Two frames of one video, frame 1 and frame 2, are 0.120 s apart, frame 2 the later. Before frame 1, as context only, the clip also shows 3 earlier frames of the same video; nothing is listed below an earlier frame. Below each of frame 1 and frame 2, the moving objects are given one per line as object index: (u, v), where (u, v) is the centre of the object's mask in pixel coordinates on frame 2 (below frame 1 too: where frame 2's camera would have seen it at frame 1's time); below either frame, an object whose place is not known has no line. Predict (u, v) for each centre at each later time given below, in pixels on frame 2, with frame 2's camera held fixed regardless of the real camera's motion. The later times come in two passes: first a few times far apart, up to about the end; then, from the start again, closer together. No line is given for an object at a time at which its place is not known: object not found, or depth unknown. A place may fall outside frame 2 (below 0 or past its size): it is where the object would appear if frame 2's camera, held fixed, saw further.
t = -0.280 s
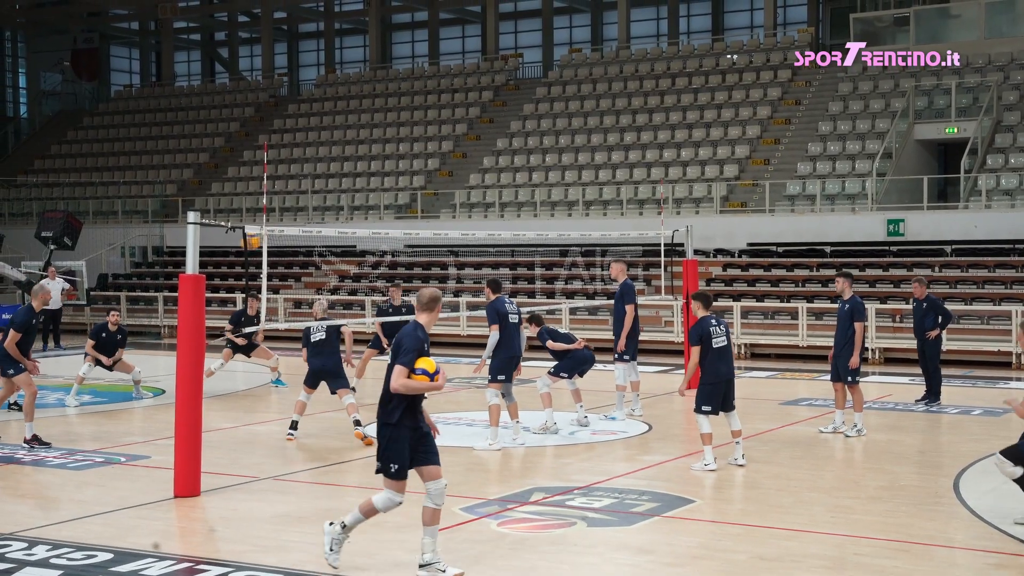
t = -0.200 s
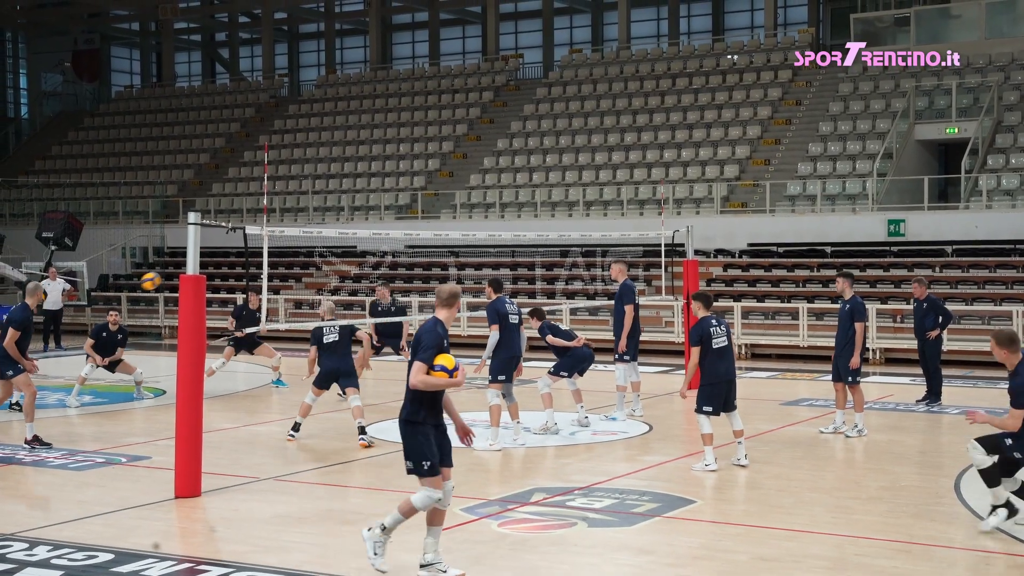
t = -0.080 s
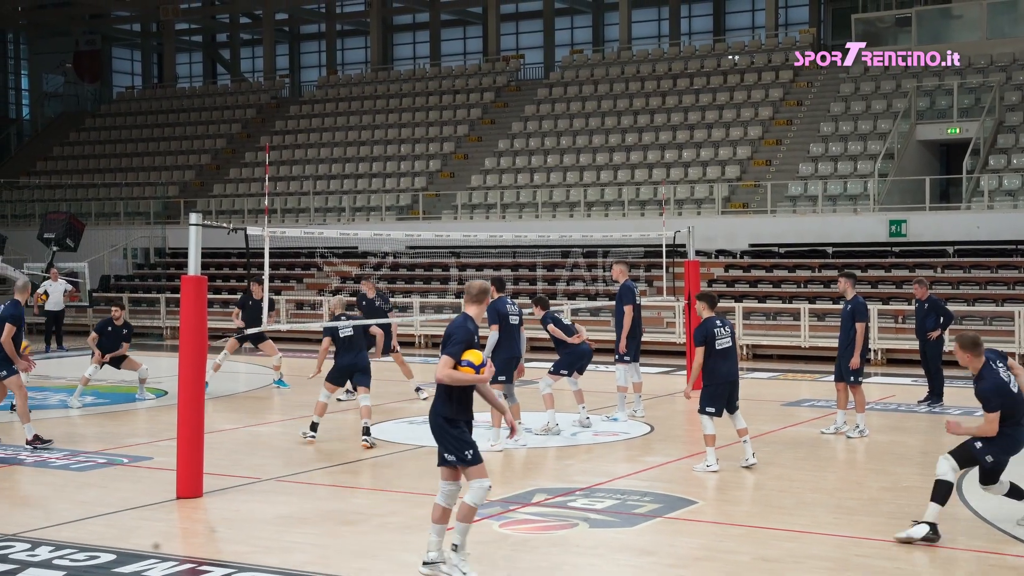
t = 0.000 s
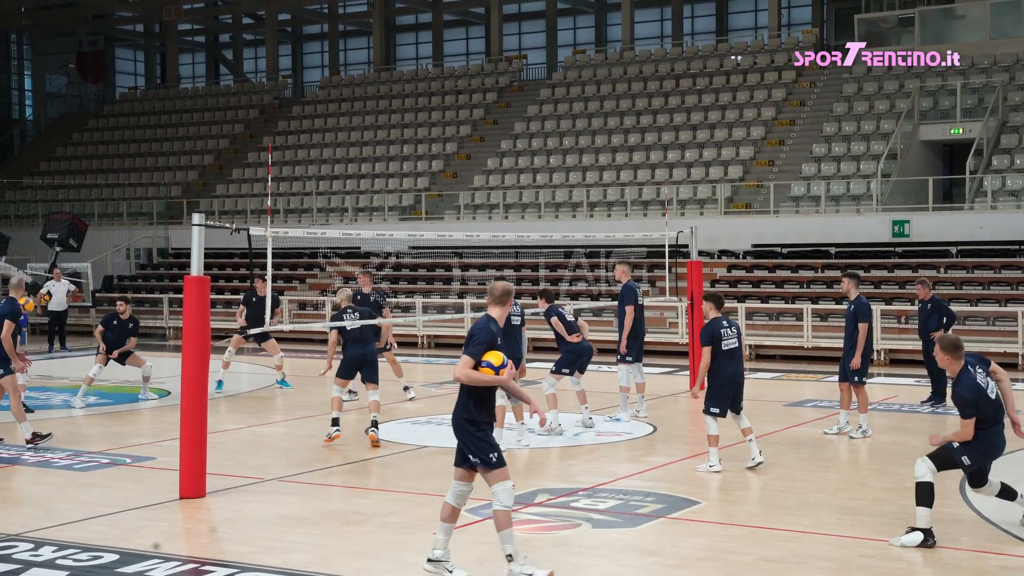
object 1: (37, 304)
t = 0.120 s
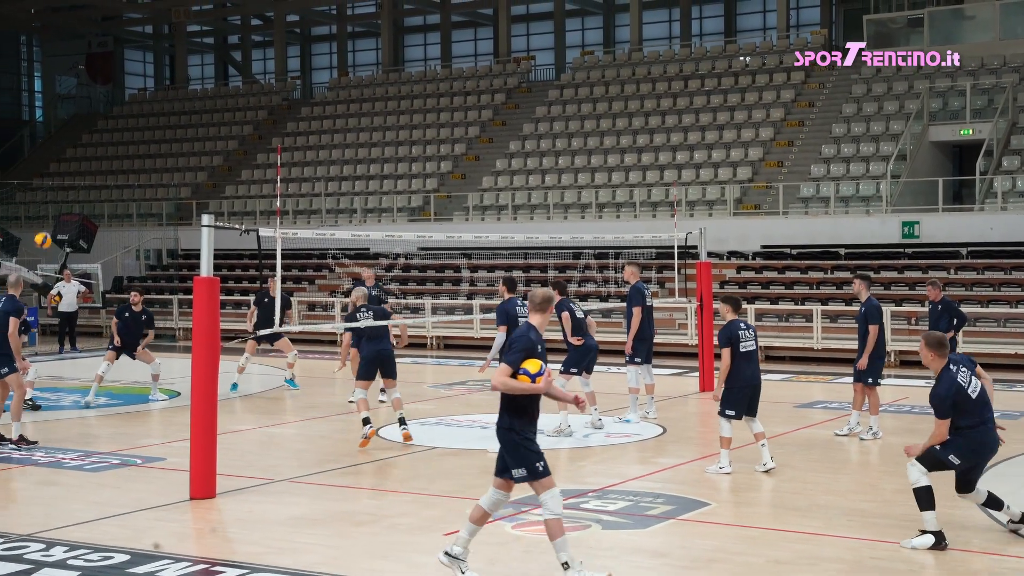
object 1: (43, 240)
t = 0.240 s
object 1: (48, 182)
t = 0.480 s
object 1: (58, 90)
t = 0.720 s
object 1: (67, 35)
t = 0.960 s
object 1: (76, 24)
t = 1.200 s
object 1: (89, 66)
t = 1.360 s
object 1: (99, 126)
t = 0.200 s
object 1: (46, 200)
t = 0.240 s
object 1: (48, 182)
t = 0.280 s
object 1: (50, 165)
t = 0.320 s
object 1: (51, 148)
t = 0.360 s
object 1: (53, 132)
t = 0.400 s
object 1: (55, 117)
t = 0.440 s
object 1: (56, 103)
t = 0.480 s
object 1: (58, 90)
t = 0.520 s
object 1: (59, 78)
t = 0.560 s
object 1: (61, 68)
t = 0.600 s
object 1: (62, 58)
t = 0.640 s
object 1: (64, 49)
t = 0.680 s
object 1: (66, 42)
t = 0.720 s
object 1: (67, 35)
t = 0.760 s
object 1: (68, 30)
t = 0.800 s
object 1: (70, 26)
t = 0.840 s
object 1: (72, 24)
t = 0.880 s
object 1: (73, 23)
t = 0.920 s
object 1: (75, 23)
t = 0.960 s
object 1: (76, 24)
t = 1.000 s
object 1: (78, 27)
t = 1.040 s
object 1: (80, 32)
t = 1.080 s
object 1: (83, 38)
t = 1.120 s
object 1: (85, 45)
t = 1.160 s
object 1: (87, 55)
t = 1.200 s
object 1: (89, 66)
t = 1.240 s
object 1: (92, 78)
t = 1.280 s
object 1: (94, 93)
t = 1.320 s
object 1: (97, 108)
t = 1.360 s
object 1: (99, 126)
